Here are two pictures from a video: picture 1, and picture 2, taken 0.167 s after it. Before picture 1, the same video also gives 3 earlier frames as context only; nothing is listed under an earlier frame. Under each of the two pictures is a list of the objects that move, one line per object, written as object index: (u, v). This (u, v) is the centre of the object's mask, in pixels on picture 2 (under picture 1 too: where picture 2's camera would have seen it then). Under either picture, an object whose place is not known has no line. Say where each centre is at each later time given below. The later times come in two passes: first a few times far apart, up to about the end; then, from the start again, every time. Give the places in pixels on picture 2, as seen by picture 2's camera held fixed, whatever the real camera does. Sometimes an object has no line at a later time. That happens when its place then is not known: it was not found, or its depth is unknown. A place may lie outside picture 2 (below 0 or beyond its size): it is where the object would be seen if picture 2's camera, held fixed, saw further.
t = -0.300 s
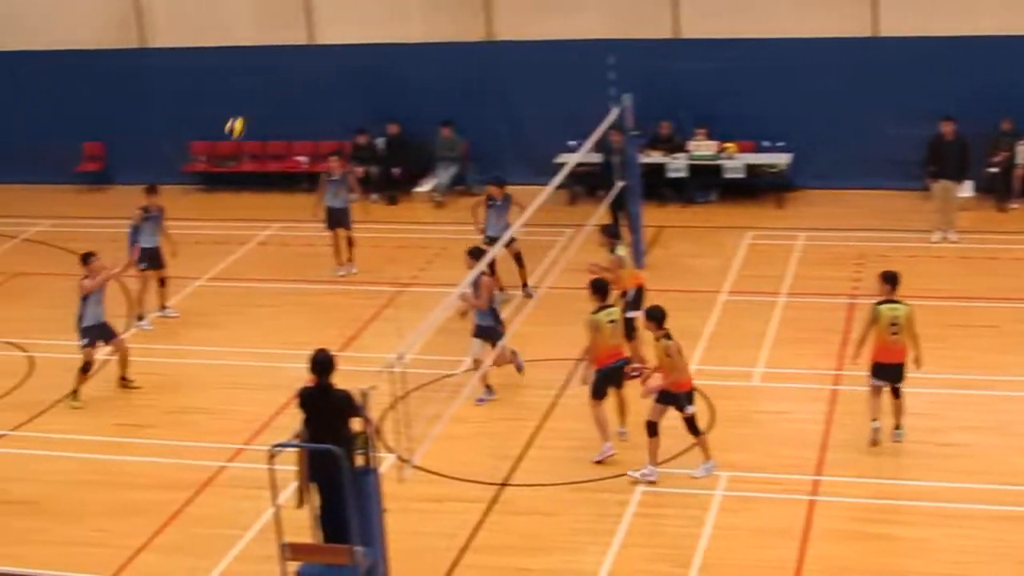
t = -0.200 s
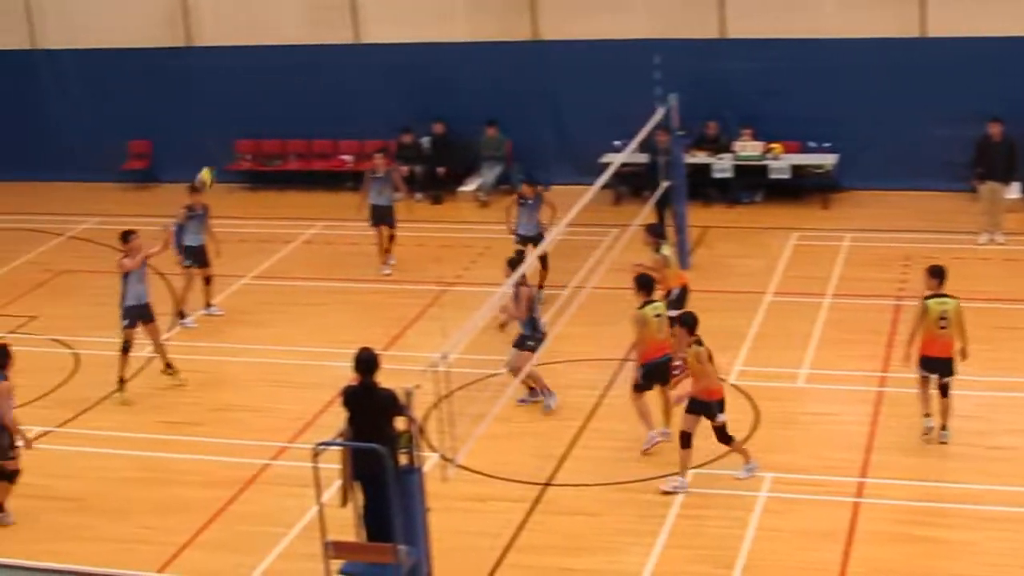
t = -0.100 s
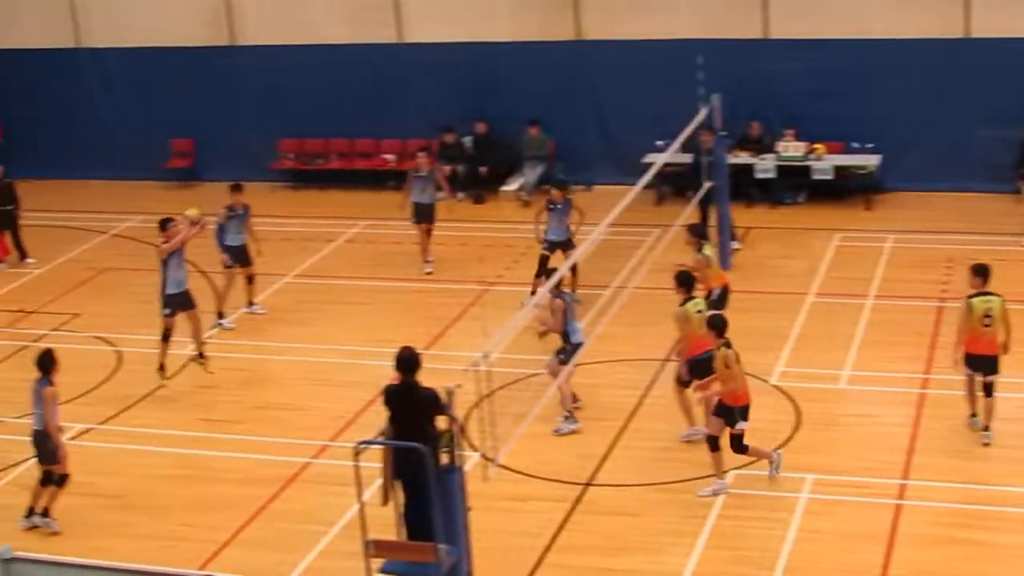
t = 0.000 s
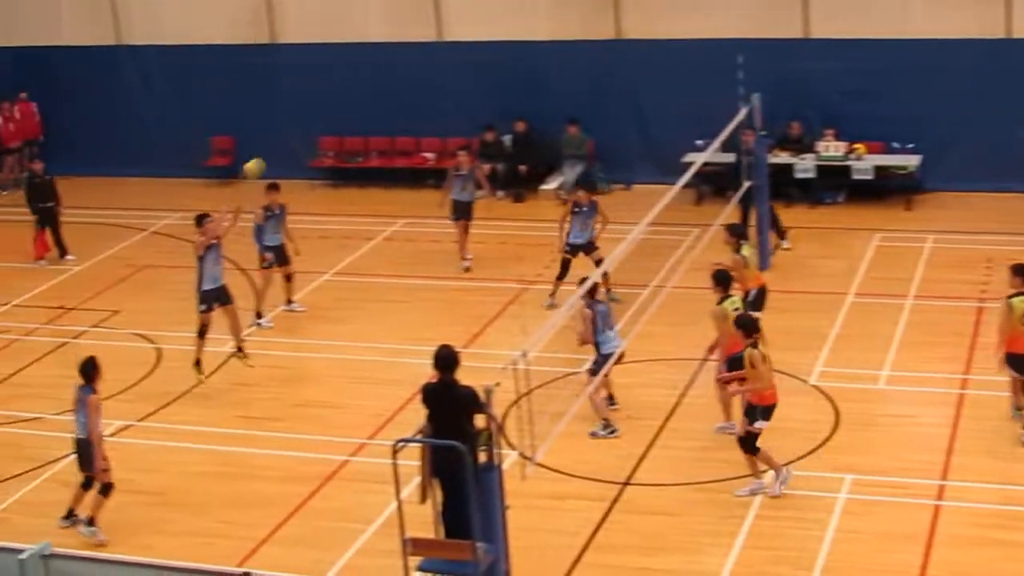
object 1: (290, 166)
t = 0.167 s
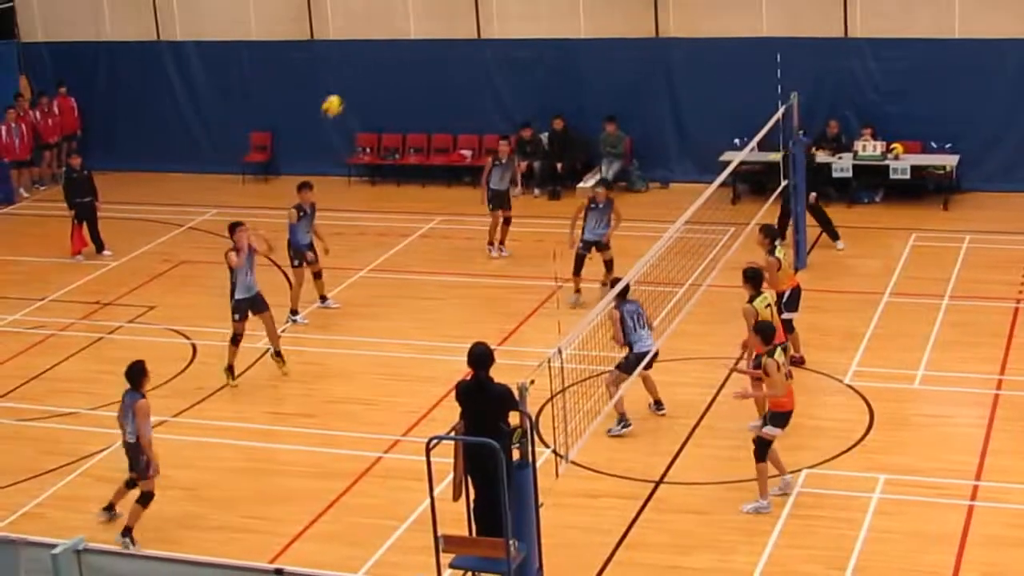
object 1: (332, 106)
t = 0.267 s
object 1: (359, 81)
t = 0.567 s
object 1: (449, 61)
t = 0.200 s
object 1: (341, 97)
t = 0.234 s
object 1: (350, 89)
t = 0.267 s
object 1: (359, 81)
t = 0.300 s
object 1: (369, 75)
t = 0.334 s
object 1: (378, 69)
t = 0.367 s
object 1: (388, 65)
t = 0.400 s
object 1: (398, 61)
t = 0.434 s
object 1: (408, 59)
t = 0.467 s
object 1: (417, 57)
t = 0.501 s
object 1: (427, 57)
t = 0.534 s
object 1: (439, 58)
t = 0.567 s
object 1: (449, 61)
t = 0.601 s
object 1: (461, 64)
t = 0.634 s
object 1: (471, 68)
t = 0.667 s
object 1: (481, 74)
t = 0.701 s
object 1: (491, 80)
